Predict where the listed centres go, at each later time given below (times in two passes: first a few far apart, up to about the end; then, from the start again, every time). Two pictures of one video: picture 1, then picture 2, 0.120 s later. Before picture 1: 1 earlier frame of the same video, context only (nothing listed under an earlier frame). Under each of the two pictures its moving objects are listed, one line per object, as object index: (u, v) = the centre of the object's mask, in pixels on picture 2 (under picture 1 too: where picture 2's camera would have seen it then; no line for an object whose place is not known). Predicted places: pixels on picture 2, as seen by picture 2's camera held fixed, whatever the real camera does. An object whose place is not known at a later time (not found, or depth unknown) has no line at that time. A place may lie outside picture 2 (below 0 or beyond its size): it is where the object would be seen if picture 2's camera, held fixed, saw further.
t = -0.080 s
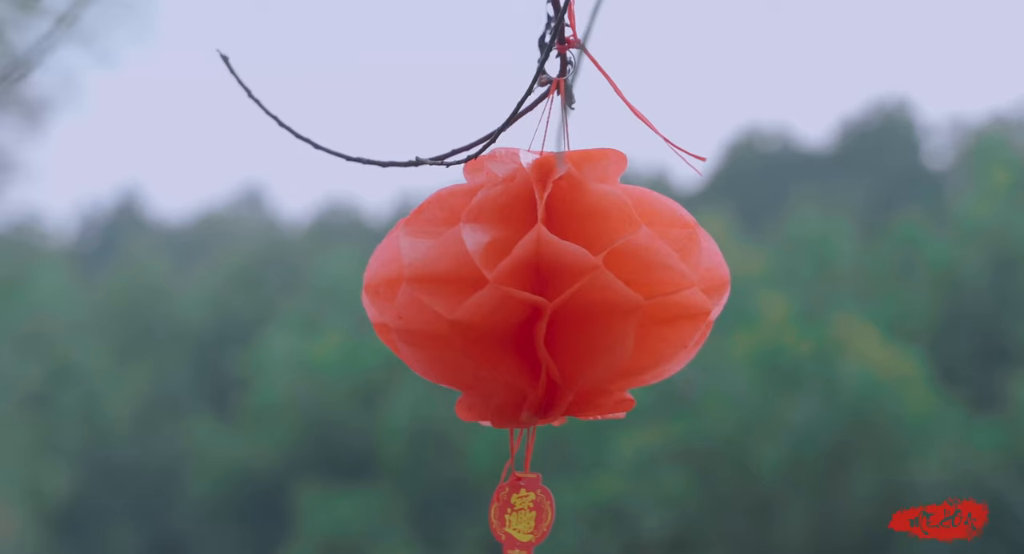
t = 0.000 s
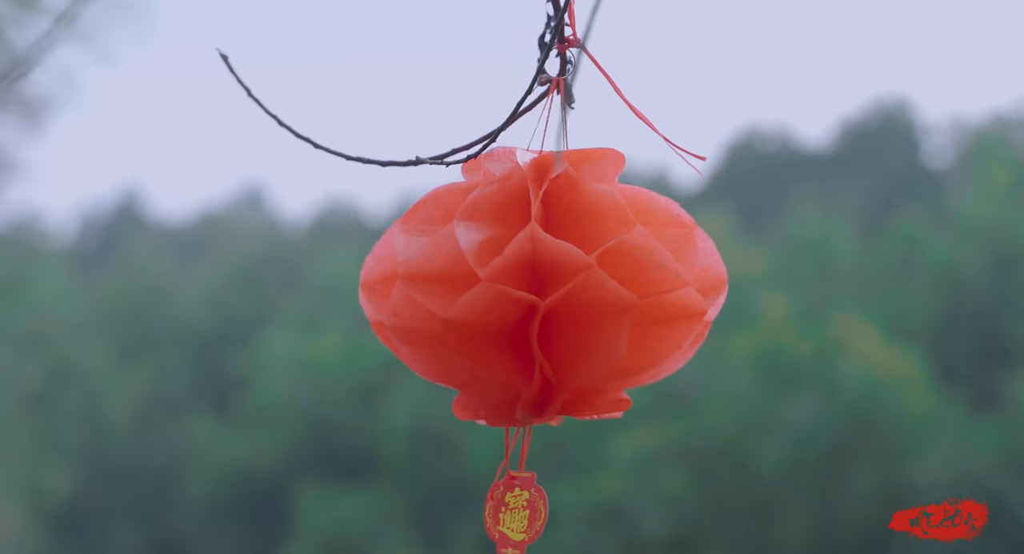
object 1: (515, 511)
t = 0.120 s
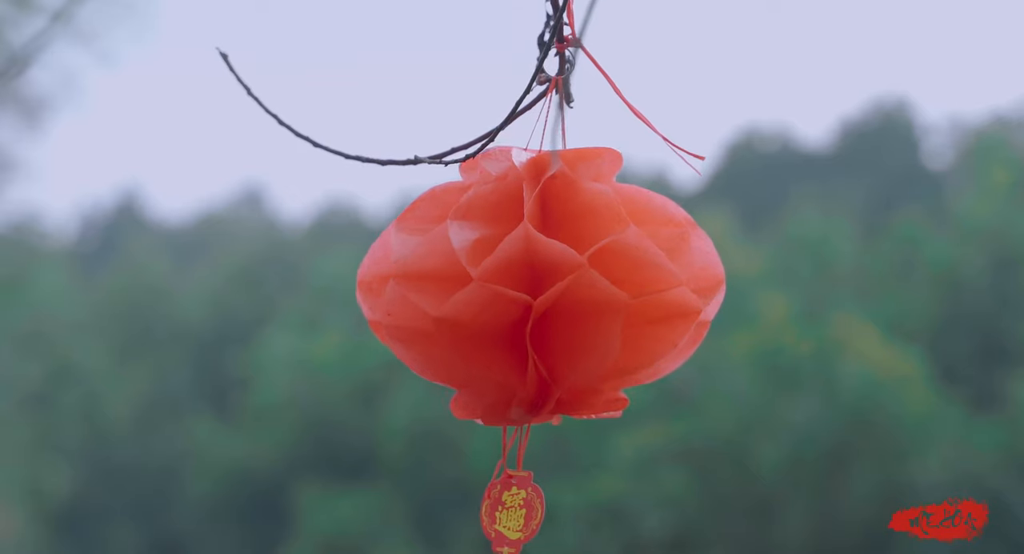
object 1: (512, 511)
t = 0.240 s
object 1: (515, 511)
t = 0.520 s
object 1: (527, 513)
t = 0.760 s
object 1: (526, 513)
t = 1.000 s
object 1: (522, 512)
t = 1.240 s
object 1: (513, 510)
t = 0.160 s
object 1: (512, 511)
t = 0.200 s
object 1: (513, 511)
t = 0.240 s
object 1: (515, 511)
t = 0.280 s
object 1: (518, 511)
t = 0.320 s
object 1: (520, 512)
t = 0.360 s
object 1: (521, 512)
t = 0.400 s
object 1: (522, 512)
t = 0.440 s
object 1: (524, 512)
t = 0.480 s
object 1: (526, 512)
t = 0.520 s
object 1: (527, 513)
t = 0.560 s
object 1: (527, 513)
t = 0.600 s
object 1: (527, 513)
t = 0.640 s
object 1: (526, 513)
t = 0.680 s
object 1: (526, 513)
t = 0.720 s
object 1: (526, 513)
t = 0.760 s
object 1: (526, 513)
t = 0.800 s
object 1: (526, 513)
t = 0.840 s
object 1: (525, 513)
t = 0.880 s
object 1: (524, 513)
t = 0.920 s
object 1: (522, 513)
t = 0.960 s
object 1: (522, 512)
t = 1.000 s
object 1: (522, 512)
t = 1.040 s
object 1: (521, 512)
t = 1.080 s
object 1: (521, 511)
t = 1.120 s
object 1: (519, 510)
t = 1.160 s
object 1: (517, 510)
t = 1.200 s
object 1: (516, 510)
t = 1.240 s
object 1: (513, 510)
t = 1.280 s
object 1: (513, 512)
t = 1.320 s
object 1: (513, 512)
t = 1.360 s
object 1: (512, 513)
